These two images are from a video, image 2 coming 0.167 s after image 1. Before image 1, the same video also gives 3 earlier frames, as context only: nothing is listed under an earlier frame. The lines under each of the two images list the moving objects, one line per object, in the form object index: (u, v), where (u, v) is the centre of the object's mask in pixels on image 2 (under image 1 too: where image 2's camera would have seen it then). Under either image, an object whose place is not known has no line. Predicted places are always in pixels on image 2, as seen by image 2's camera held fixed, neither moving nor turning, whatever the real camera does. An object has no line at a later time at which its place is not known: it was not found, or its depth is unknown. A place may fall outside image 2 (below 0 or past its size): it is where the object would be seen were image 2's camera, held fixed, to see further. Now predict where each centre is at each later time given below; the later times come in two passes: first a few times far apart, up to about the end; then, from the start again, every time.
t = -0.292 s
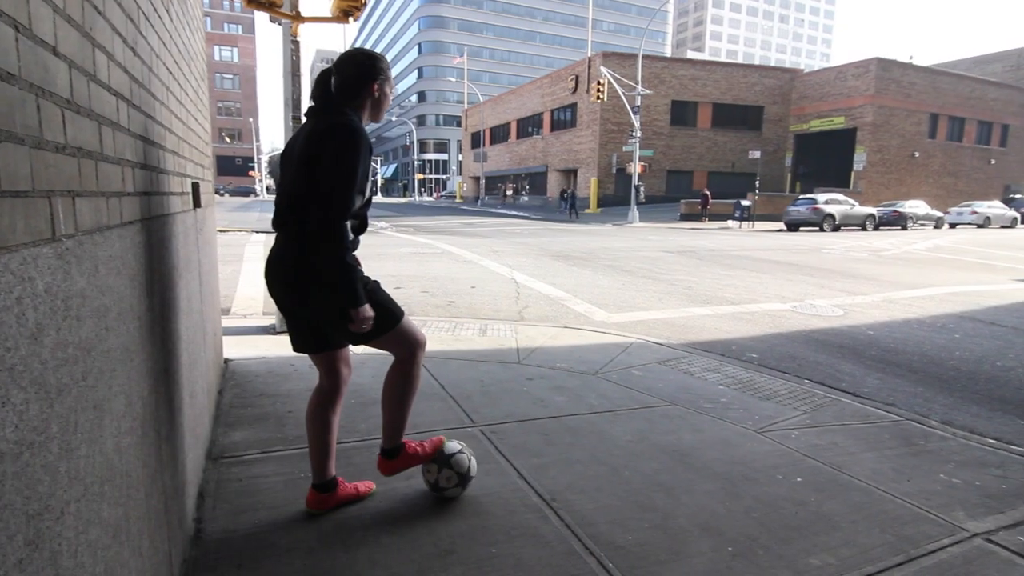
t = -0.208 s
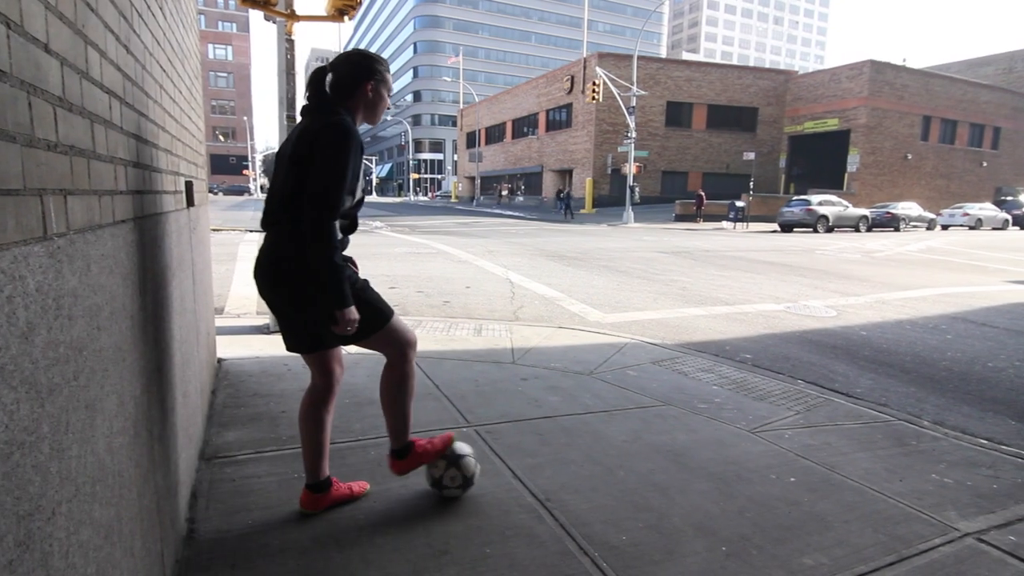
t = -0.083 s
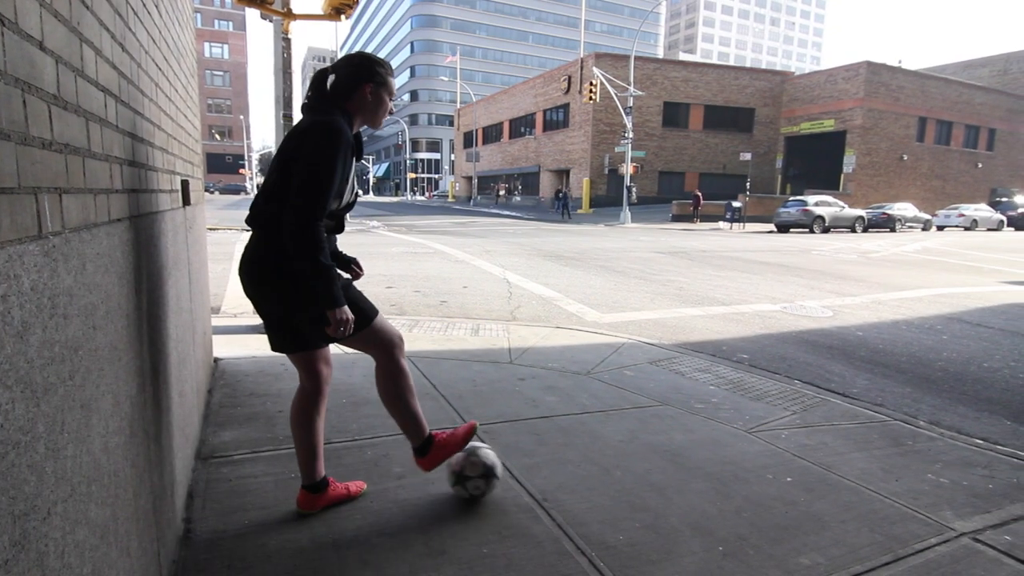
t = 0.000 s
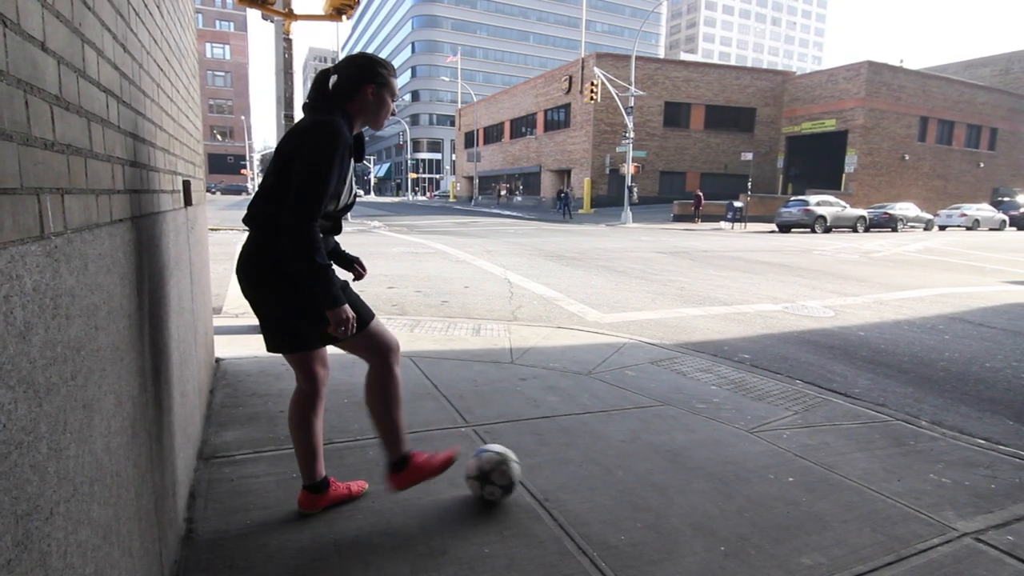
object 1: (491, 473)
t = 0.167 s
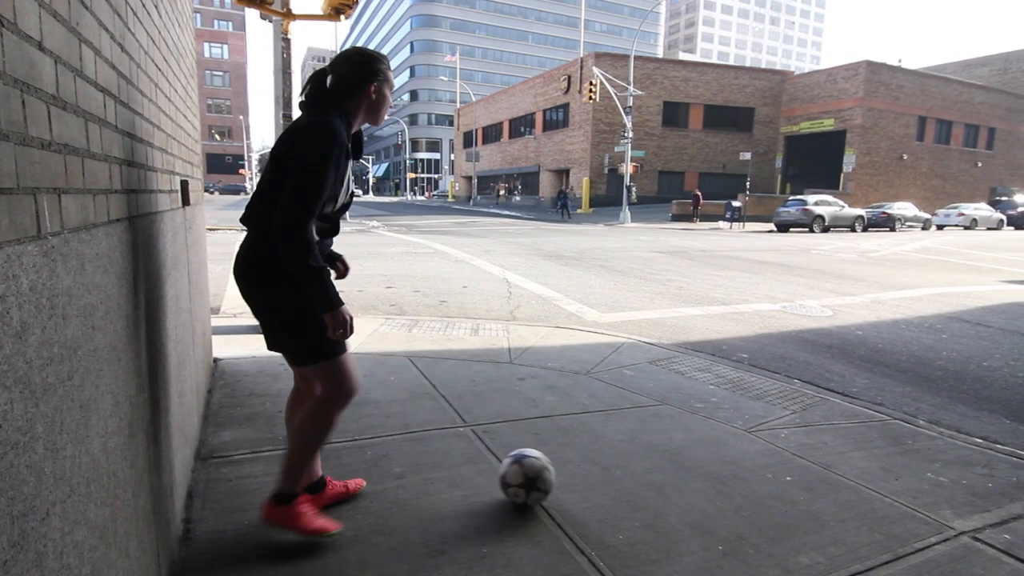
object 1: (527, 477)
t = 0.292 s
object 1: (555, 481)
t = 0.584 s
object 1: (624, 490)
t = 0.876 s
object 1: (701, 498)
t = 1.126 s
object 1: (771, 505)
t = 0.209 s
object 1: (536, 478)
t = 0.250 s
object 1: (545, 480)
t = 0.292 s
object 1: (555, 481)
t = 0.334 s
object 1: (564, 483)
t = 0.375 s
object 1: (574, 483)
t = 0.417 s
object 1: (584, 485)
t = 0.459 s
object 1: (594, 485)
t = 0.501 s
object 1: (603, 487)
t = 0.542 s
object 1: (613, 489)
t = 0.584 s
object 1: (624, 490)
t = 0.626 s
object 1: (634, 491)
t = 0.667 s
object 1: (645, 492)
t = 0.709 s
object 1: (656, 493)
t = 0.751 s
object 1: (667, 494)
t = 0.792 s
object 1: (678, 495)
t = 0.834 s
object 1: (689, 497)
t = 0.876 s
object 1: (701, 498)
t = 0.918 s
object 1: (712, 500)
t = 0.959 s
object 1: (724, 501)
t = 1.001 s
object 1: (736, 502)
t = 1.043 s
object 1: (747, 503)
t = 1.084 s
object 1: (760, 504)
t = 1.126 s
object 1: (771, 505)
